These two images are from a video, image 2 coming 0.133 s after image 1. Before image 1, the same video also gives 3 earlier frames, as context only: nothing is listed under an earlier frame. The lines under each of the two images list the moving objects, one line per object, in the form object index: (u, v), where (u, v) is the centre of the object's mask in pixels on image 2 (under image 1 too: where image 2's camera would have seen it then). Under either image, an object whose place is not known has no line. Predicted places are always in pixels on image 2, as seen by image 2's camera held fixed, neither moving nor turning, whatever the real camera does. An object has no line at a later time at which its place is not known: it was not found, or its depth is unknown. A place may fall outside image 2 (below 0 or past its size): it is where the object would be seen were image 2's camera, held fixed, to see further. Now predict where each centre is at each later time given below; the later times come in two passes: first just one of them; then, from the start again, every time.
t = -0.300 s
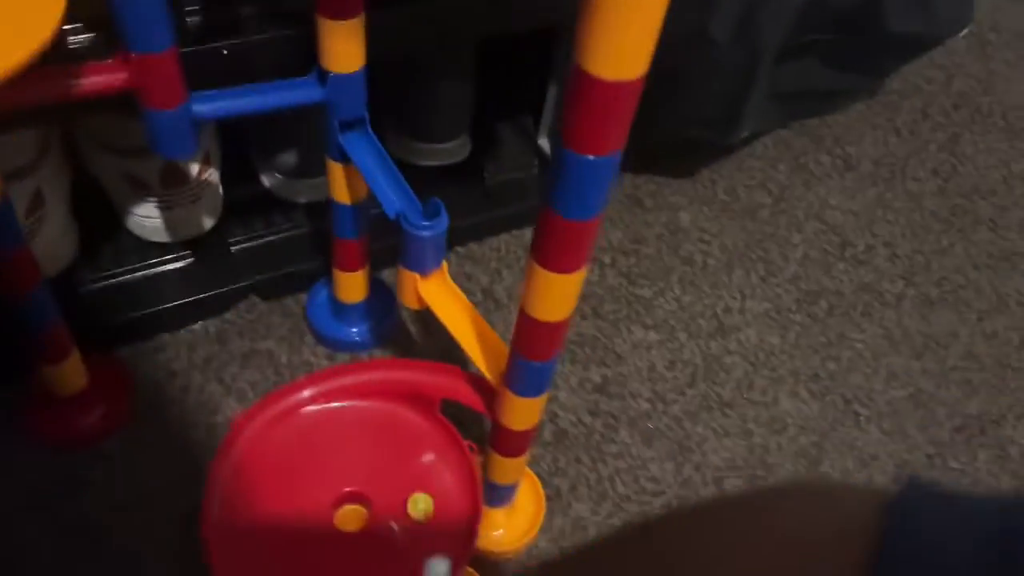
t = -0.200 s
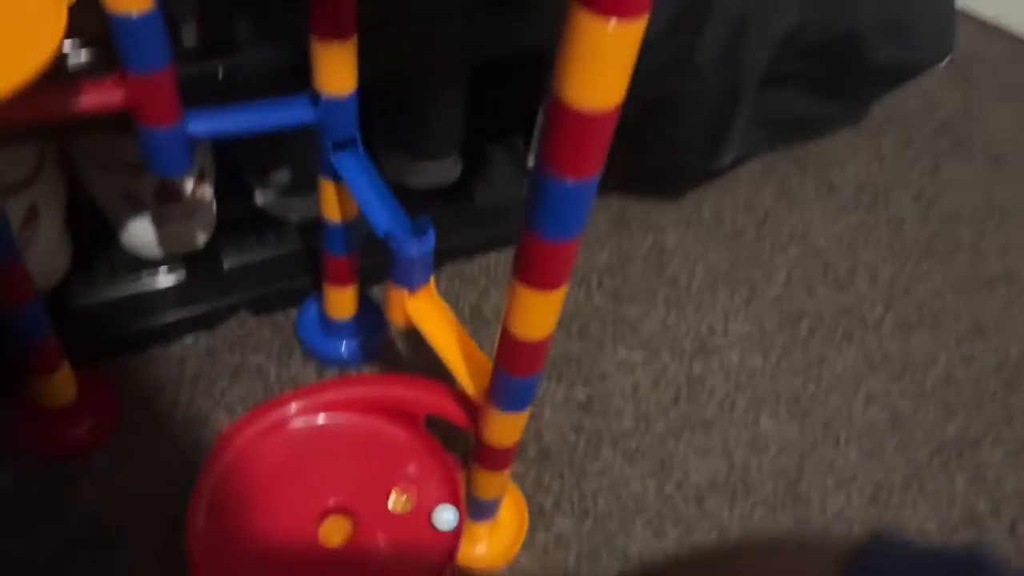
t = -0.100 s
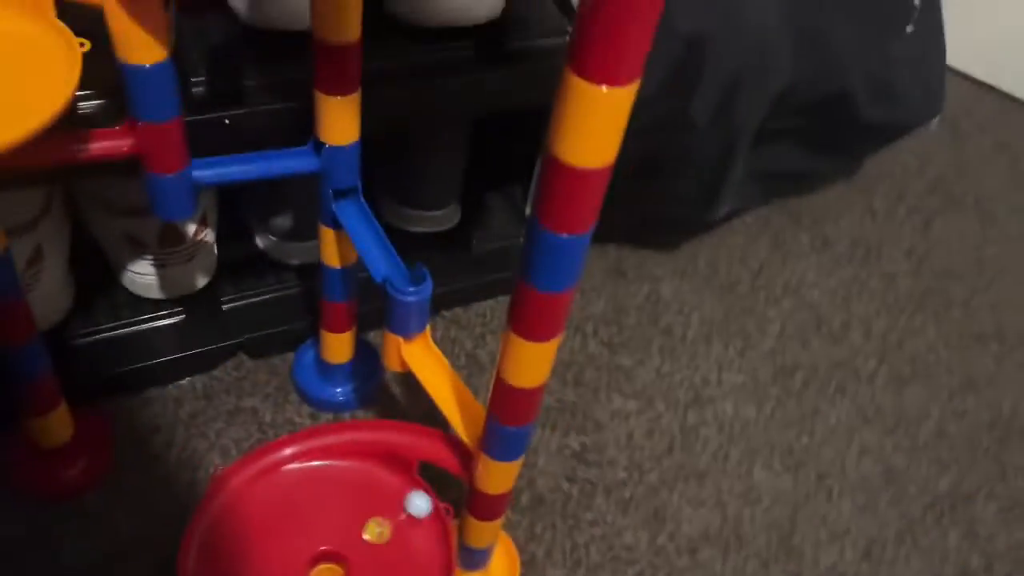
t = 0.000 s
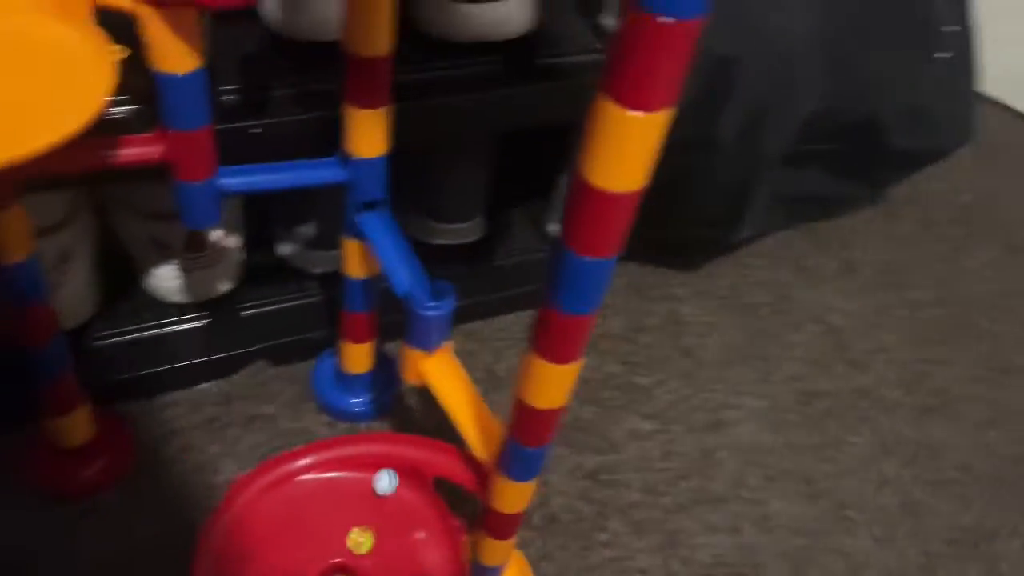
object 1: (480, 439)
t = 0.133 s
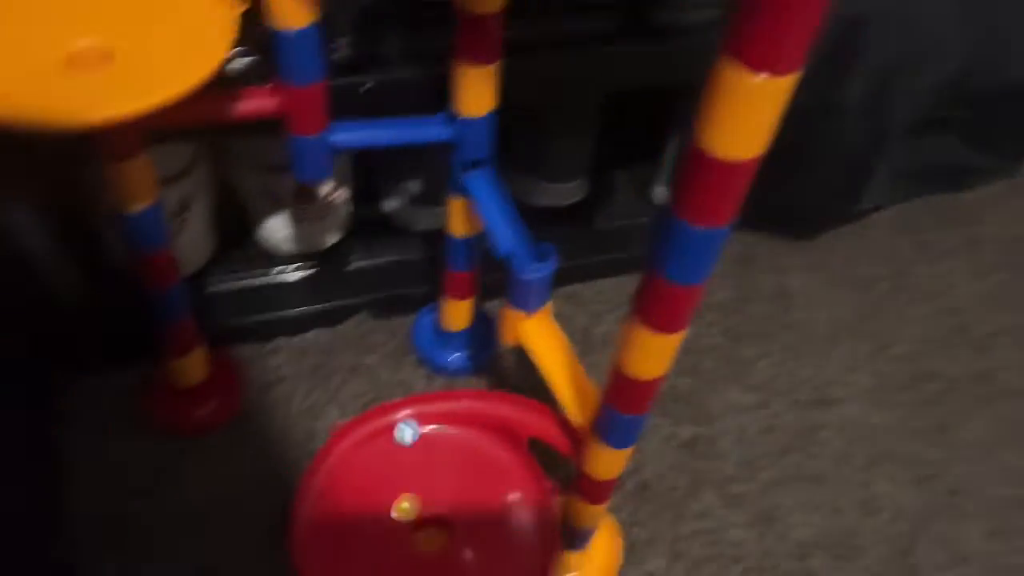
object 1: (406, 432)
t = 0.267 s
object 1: (344, 473)
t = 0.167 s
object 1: (389, 438)
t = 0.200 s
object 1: (372, 448)
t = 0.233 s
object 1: (357, 459)
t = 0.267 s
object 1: (344, 473)
